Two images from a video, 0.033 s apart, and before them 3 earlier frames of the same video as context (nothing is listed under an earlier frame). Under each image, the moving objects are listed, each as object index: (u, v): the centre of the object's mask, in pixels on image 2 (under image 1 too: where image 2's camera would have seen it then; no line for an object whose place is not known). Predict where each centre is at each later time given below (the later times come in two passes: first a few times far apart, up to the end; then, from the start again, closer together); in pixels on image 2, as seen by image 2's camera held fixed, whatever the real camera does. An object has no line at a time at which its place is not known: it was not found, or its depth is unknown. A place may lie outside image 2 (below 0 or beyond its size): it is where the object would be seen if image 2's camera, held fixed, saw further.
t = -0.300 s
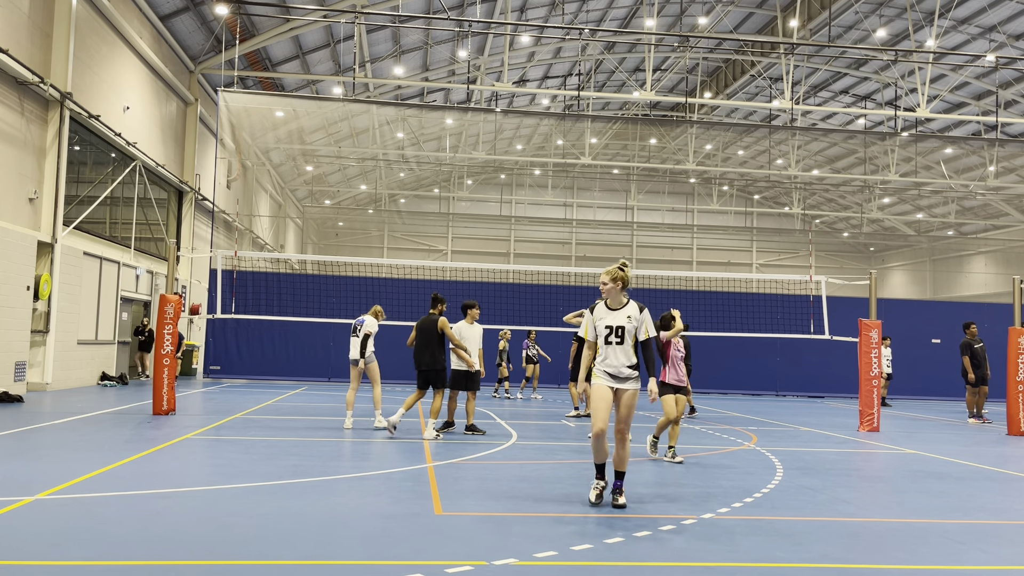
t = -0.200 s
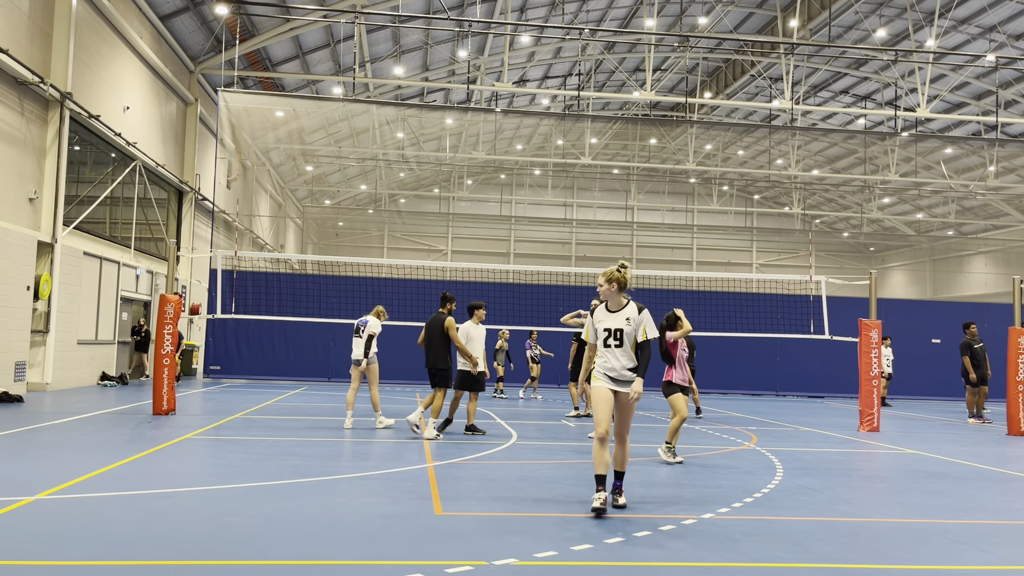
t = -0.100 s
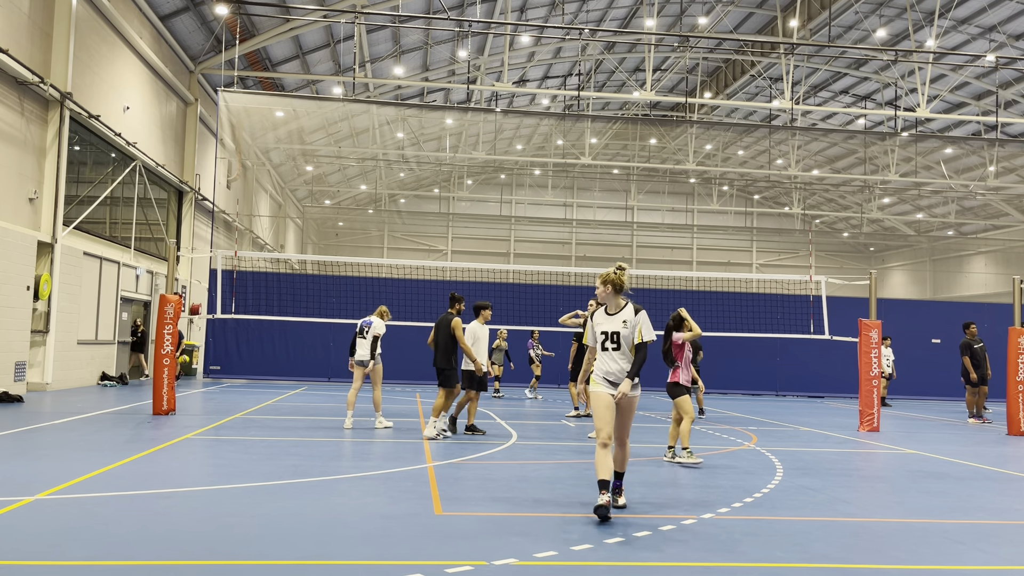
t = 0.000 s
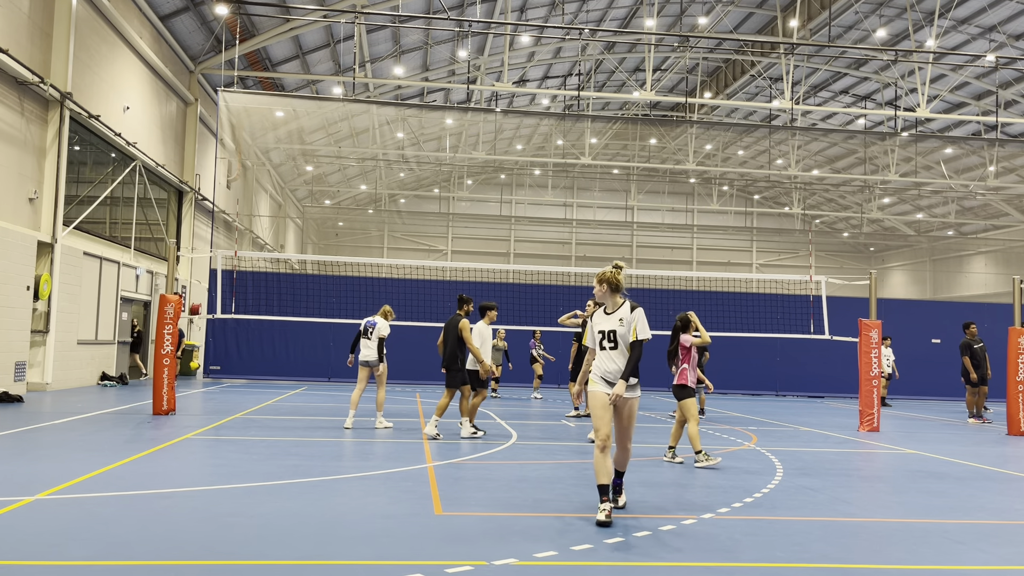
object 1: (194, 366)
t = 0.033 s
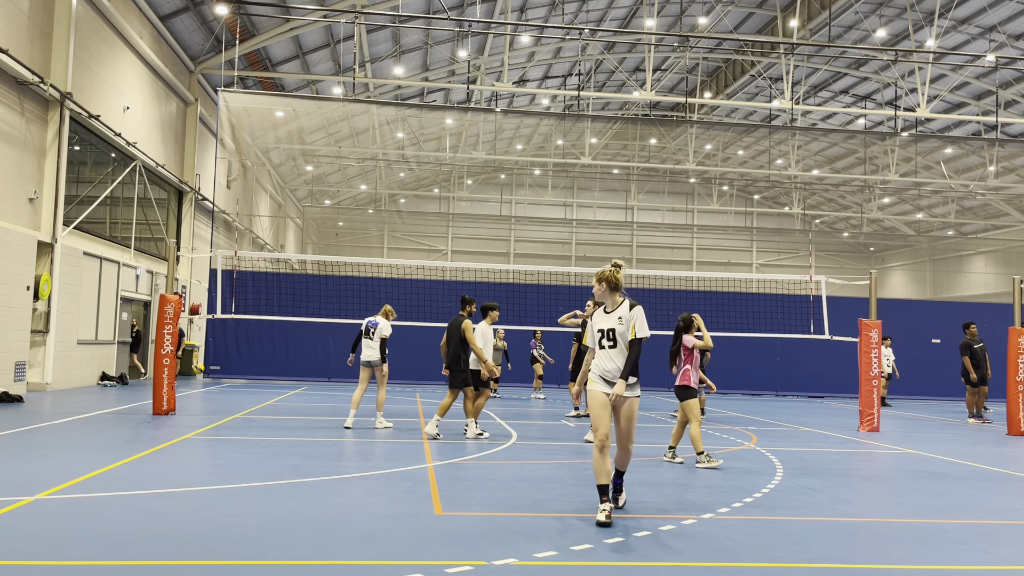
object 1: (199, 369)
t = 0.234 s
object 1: (221, 396)
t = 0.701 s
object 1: (266, 398)
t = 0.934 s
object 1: (294, 401)
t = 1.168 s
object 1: (328, 410)
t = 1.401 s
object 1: (367, 433)
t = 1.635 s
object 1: (420, 441)
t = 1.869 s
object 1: (489, 475)
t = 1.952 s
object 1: (519, 475)
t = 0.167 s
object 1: (214, 389)
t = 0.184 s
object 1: (216, 392)
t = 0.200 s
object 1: (218, 396)
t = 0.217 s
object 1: (220, 398)
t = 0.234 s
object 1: (221, 396)
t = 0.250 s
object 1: (223, 393)
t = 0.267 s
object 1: (225, 391)
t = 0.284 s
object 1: (226, 389)
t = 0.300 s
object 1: (228, 387)
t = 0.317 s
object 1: (229, 386)
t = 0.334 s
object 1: (231, 384)
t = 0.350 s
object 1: (232, 383)
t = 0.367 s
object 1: (234, 382)
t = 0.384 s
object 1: (236, 381)
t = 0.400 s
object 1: (237, 380)
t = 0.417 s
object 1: (239, 379)
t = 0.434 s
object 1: (240, 378)
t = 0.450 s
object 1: (241, 378)
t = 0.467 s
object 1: (243, 378)
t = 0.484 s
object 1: (245, 378)
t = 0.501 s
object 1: (246, 378)
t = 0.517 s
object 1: (248, 379)
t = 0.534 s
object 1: (250, 380)
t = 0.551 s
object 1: (251, 380)
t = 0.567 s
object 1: (253, 382)
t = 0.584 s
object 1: (255, 383)
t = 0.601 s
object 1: (256, 384)
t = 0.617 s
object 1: (258, 386)
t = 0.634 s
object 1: (259, 388)
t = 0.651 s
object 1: (261, 390)
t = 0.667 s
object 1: (263, 393)
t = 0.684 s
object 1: (264, 395)
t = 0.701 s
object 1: (266, 398)
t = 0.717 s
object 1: (268, 401)
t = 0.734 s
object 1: (270, 405)
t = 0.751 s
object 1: (271, 409)
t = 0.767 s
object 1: (273, 412)
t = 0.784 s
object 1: (275, 417)
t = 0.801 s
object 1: (277, 416)
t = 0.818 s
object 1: (279, 413)
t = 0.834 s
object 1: (281, 411)
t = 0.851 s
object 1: (284, 409)
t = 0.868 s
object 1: (286, 407)
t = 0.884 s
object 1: (288, 405)
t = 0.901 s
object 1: (290, 403)
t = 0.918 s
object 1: (292, 402)
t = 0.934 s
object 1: (294, 401)
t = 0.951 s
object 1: (297, 400)
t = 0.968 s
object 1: (298, 399)
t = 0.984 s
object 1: (301, 399)
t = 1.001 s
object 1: (303, 398)
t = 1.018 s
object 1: (306, 398)
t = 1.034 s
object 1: (308, 399)
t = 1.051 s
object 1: (311, 399)
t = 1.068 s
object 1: (313, 399)
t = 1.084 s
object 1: (315, 401)
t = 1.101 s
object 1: (317, 402)
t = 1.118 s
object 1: (320, 403)
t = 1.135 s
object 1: (322, 405)
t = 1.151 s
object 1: (325, 407)
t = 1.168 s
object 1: (328, 410)
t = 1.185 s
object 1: (330, 412)
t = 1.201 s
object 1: (332, 415)
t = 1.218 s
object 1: (335, 419)
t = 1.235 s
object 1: (338, 422)
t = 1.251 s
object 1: (341, 426)
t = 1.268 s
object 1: (343, 431)
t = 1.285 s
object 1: (345, 435)
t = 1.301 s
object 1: (348, 441)
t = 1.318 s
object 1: (351, 445)
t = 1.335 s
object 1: (354, 442)
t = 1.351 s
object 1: (358, 439)
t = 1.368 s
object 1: (361, 437)
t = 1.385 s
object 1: (364, 435)
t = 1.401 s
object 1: (367, 433)
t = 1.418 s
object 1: (371, 431)
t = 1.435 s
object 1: (374, 430)
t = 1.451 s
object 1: (378, 429)
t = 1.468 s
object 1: (381, 429)
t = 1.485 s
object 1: (385, 428)
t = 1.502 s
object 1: (388, 428)
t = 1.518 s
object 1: (392, 429)
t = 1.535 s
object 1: (396, 429)
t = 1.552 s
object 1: (400, 430)
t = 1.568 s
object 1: (404, 432)
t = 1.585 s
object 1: (407, 433)
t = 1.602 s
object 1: (411, 436)
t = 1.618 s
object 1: (415, 439)
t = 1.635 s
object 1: (420, 441)
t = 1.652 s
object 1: (424, 444)
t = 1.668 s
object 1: (428, 448)
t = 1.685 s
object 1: (432, 452)
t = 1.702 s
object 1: (437, 457)
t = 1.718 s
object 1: (441, 462)
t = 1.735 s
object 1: (446, 468)
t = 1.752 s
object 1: (451, 475)
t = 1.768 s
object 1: (455, 481)
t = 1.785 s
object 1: (461, 486)
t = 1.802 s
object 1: (466, 483)
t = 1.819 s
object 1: (472, 480)
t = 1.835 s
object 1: (477, 478)
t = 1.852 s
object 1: (483, 477)
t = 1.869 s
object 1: (489, 475)
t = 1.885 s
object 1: (494, 475)
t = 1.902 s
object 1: (500, 474)
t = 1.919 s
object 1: (506, 474)
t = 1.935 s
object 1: (513, 475)
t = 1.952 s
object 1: (519, 475)
